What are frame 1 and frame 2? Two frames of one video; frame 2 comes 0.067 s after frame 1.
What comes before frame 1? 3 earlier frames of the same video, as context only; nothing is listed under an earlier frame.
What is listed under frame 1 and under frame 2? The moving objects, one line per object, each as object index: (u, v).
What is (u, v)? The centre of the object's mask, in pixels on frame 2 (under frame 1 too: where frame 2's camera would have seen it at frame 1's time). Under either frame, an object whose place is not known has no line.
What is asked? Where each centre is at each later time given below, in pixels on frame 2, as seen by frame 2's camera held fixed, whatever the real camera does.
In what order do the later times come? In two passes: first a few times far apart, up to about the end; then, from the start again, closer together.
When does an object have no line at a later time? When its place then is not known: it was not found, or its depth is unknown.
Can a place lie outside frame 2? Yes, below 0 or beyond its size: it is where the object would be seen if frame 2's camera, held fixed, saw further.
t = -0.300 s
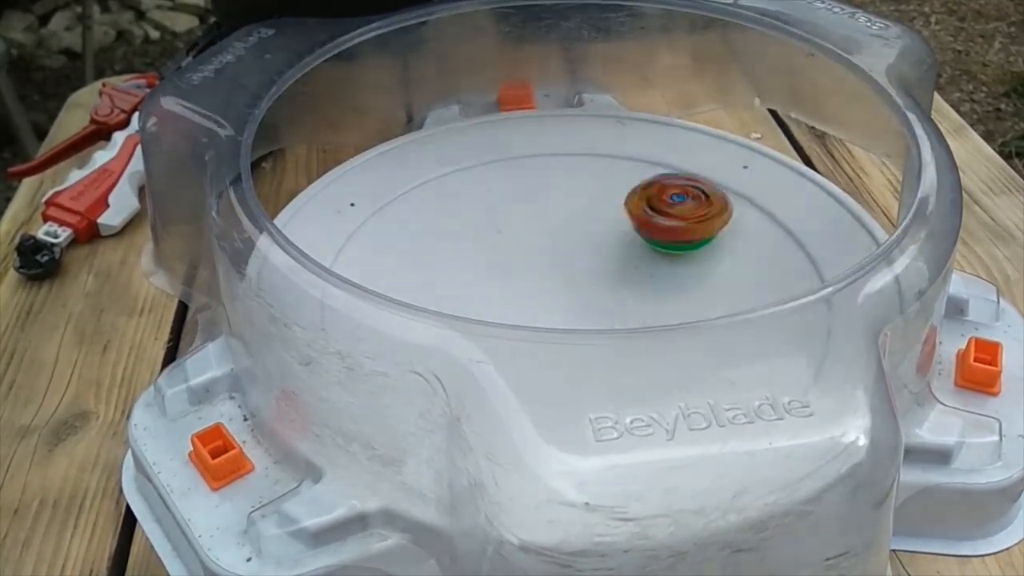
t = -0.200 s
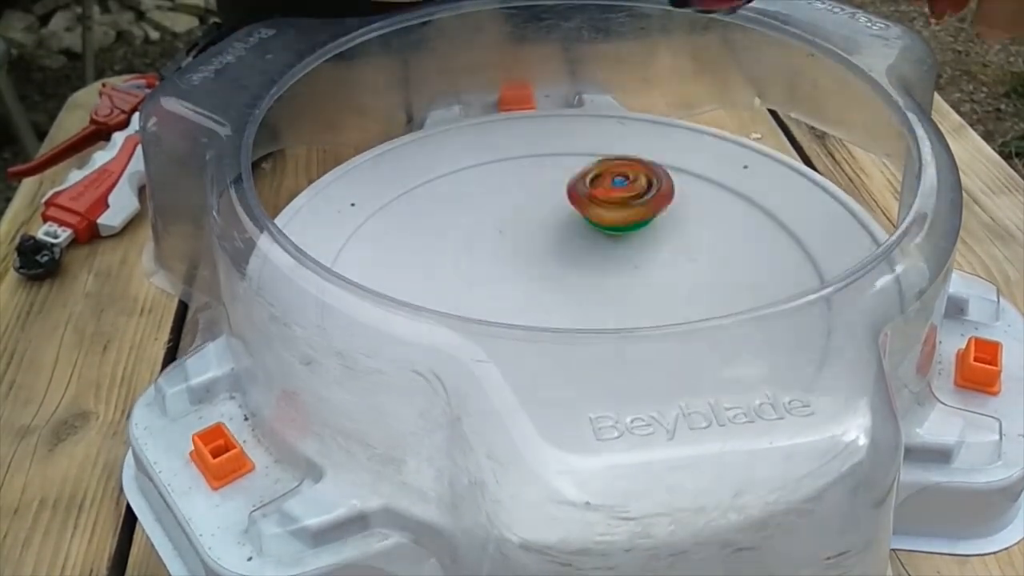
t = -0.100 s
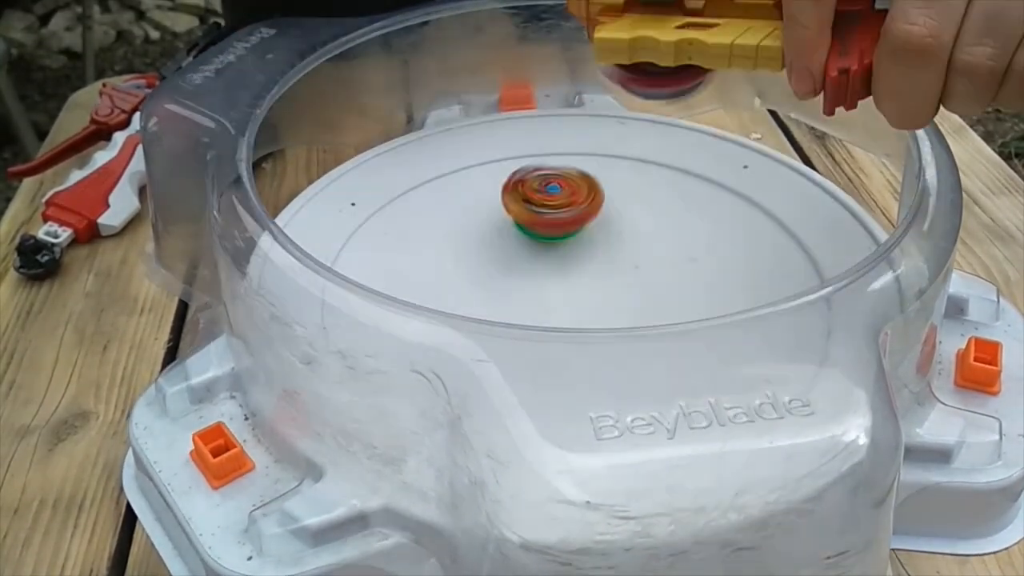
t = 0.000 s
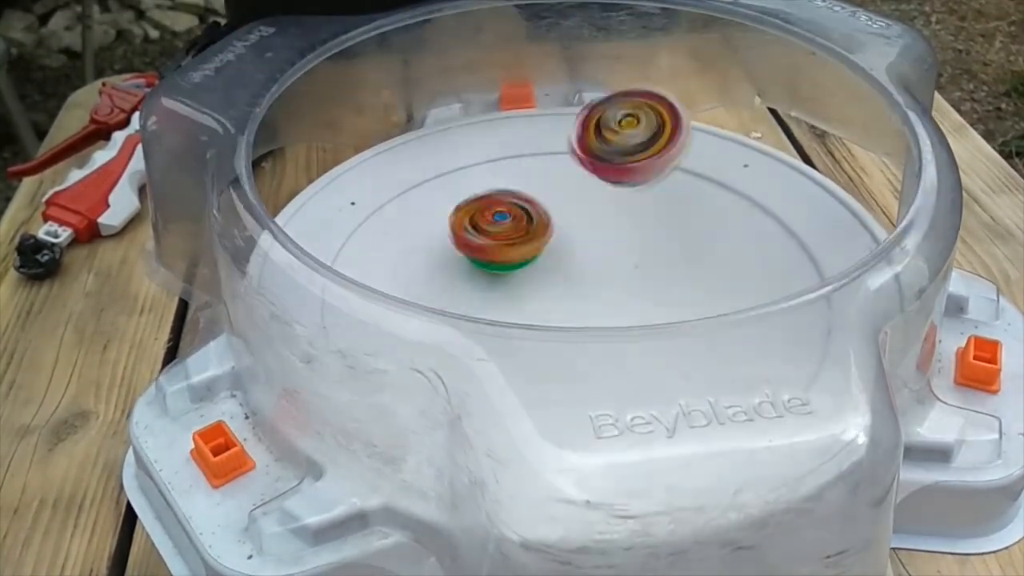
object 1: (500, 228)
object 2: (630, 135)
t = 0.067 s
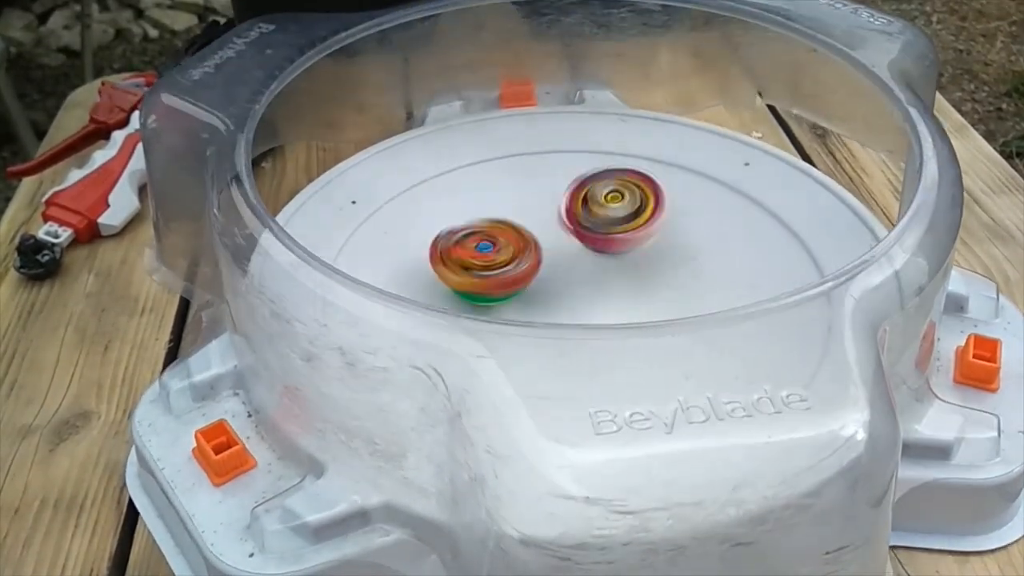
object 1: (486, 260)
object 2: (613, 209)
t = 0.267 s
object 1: (525, 342)
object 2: (649, 254)
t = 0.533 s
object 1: (564, 380)
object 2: (731, 217)
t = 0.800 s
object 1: (641, 316)
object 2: (520, 255)
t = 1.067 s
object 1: (604, 270)
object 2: (551, 347)
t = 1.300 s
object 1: (549, 273)
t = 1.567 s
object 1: (543, 278)
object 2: (713, 206)
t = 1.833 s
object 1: (546, 355)
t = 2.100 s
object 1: (635, 367)
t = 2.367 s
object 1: (652, 266)
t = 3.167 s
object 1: (597, 278)
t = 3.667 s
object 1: (582, 262)
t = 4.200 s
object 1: (603, 260)
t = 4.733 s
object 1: (618, 271)
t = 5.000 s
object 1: (619, 272)
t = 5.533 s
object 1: (619, 268)
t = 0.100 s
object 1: (483, 275)
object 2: (614, 196)
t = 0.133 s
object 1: (487, 284)
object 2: (615, 199)
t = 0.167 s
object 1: (498, 293)
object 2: (613, 222)
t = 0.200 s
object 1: (511, 315)
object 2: (613, 265)
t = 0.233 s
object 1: (527, 323)
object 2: (619, 261)
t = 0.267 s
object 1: (525, 342)
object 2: (649, 254)
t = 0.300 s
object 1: (510, 368)
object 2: (692, 258)
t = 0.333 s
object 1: (502, 375)
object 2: (730, 240)
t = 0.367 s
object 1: (502, 379)
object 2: (766, 232)
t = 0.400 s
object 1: (508, 382)
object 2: (795, 214)
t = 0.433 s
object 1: (519, 382)
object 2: (800, 208)
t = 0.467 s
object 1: (531, 381)
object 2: (778, 212)
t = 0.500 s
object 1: (548, 380)
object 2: (757, 216)
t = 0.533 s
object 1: (564, 380)
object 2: (731, 217)
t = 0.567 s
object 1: (575, 381)
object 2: (702, 221)
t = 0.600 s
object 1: (593, 370)
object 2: (672, 225)
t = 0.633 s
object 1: (607, 368)
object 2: (639, 228)
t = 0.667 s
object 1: (619, 351)
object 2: (611, 231)
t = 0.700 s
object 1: (627, 342)
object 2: (583, 236)
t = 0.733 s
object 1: (635, 324)
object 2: (560, 242)
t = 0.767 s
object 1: (642, 323)
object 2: (538, 247)
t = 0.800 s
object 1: (641, 316)
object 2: (520, 255)
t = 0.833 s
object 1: (639, 298)
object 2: (509, 264)
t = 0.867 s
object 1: (641, 294)
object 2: (499, 273)
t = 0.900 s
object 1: (637, 290)
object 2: (495, 280)
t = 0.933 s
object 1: (632, 285)
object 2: (498, 287)
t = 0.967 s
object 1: (626, 281)
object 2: (502, 309)
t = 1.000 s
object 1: (618, 278)
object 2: (514, 321)
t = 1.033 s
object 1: (610, 275)
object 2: (529, 338)
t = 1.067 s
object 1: (604, 270)
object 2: (551, 347)
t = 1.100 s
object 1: (596, 271)
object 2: (580, 361)
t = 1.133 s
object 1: (587, 272)
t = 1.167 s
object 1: (579, 273)
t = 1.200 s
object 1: (572, 272)
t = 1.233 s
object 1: (565, 272)
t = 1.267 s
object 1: (557, 272)
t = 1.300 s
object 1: (549, 273)
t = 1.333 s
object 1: (541, 272)
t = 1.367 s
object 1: (538, 273)
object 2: (808, 308)
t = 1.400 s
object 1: (539, 274)
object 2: (800, 281)
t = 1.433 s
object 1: (538, 275)
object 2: (789, 259)
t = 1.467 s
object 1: (539, 277)
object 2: (780, 249)
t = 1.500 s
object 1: (539, 277)
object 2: (762, 232)
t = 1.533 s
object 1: (541, 278)
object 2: (740, 217)
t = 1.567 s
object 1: (543, 278)
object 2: (713, 206)
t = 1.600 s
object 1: (544, 278)
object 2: (684, 199)
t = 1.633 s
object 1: (547, 278)
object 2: (652, 196)
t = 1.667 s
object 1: (550, 279)
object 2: (620, 195)
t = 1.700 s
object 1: (554, 279)
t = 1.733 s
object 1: (555, 280)
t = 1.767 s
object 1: (551, 297)
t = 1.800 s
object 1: (547, 340)
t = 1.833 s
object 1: (546, 355)
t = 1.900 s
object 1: (555, 382)
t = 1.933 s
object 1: (563, 384)
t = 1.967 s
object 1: (576, 384)
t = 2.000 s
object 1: (589, 383)
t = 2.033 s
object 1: (604, 374)
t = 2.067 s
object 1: (621, 371)
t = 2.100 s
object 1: (635, 367)
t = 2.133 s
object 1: (644, 342)
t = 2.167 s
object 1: (653, 324)
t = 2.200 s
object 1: (661, 314)
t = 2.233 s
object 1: (663, 296)
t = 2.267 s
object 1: (665, 289)
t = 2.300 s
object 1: (664, 283)
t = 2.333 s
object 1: (659, 274)
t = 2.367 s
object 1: (652, 266)
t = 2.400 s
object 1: (642, 258)
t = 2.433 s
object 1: (630, 251)
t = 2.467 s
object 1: (619, 248)
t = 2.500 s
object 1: (608, 246)
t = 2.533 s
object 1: (596, 245)
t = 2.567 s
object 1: (582, 246)
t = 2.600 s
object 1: (571, 247)
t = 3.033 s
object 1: (578, 287)
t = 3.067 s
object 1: (586, 285)
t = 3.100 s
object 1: (590, 283)
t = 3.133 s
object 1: (597, 280)
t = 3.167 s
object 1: (597, 278)
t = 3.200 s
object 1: (597, 274)
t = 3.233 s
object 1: (594, 271)
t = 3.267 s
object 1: (592, 268)
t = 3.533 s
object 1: (576, 269)
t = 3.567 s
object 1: (575, 268)
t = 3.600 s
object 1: (578, 266)
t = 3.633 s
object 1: (580, 264)
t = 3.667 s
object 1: (582, 262)
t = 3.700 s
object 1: (585, 261)
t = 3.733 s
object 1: (584, 261)
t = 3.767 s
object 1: (583, 259)
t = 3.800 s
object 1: (583, 260)
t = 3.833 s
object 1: (582, 261)
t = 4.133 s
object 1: (602, 261)
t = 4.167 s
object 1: (603, 260)
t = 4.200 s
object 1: (603, 260)
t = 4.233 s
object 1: (603, 260)
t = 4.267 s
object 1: (603, 259)
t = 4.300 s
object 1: (603, 260)
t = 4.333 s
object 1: (603, 260)
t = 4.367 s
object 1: (600, 259)
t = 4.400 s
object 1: (598, 259)
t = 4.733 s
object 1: (618, 271)
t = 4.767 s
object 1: (621, 271)
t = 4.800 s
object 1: (620, 272)
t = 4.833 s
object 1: (621, 272)
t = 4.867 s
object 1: (621, 271)
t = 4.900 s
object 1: (619, 272)
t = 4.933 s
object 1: (619, 274)
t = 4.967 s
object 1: (619, 272)
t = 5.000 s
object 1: (619, 272)
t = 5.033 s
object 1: (620, 271)
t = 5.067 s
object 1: (620, 272)
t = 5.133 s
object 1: (620, 272)
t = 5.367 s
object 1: (618, 275)
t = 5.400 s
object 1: (623, 276)
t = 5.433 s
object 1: (625, 275)
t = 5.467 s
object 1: (625, 272)
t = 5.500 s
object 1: (621, 270)
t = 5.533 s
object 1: (619, 268)
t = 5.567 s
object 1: (616, 267)
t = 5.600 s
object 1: (613, 268)
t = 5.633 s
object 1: (611, 270)
